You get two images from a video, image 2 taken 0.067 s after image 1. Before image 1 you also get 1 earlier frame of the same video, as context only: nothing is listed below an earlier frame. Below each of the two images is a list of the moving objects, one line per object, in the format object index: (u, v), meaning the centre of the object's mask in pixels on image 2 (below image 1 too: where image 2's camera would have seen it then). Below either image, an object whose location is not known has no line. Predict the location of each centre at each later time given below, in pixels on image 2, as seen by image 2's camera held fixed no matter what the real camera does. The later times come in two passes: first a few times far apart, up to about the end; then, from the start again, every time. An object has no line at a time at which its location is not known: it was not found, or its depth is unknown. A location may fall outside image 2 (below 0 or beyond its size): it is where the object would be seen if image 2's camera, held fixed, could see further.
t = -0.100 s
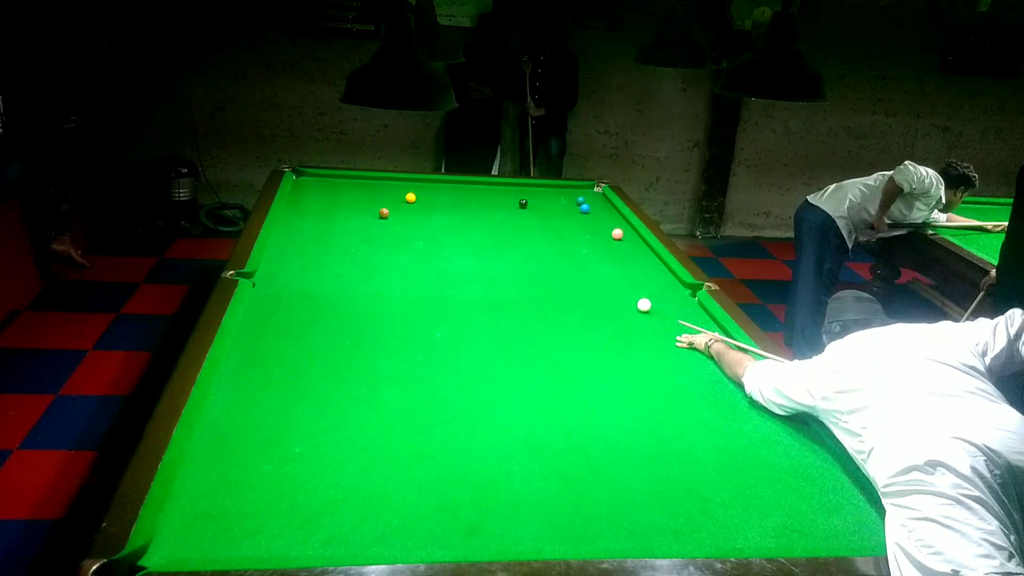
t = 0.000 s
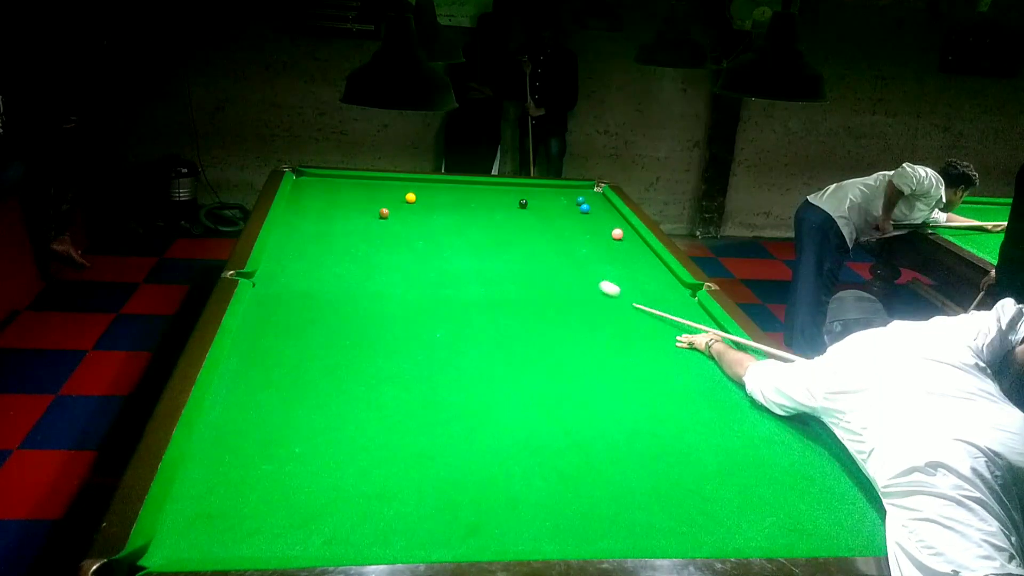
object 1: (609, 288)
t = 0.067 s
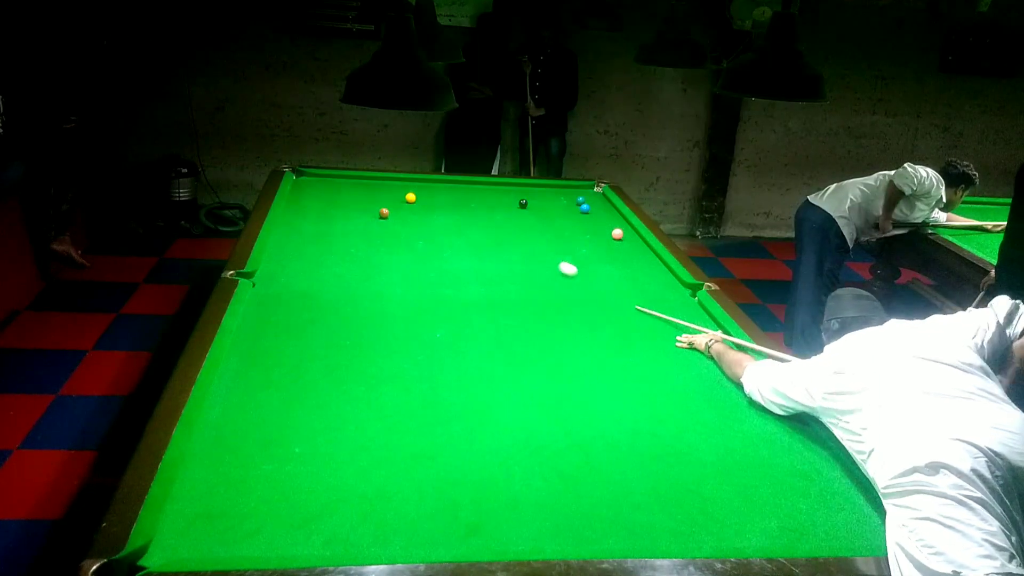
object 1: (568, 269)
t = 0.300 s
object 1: (460, 219)
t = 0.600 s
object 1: (435, 194)
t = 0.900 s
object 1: (457, 188)
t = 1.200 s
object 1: (477, 183)
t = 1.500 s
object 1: (499, 186)
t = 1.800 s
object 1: (521, 190)
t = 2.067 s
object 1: (539, 193)
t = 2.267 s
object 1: (553, 196)
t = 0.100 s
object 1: (549, 260)
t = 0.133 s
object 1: (532, 252)
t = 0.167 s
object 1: (516, 245)
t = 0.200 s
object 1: (500, 237)
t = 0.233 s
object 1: (486, 231)
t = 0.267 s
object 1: (473, 224)
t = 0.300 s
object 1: (460, 219)
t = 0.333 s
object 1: (448, 213)
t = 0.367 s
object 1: (437, 208)
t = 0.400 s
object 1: (426, 203)
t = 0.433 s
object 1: (419, 199)
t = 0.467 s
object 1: (423, 198)
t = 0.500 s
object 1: (426, 196)
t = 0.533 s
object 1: (429, 196)
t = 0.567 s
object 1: (432, 195)
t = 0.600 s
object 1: (435, 194)
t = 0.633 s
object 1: (437, 193)
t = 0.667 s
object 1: (440, 193)
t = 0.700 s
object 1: (442, 192)
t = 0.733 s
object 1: (445, 191)
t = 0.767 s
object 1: (447, 191)
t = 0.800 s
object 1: (450, 190)
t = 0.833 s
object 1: (452, 189)
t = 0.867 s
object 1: (454, 189)
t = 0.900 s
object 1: (457, 188)
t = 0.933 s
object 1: (459, 188)
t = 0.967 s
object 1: (461, 187)
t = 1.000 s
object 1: (464, 186)
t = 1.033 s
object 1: (466, 186)
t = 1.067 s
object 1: (468, 185)
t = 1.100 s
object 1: (470, 185)
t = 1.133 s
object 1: (473, 184)
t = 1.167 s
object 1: (475, 184)
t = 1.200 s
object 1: (477, 183)
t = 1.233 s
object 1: (479, 183)
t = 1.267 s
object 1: (481, 182)
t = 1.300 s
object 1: (483, 183)
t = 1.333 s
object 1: (486, 183)
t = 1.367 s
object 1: (489, 183)
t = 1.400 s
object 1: (491, 184)
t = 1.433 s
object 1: (494, 185)
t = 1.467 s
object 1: (496, 185)
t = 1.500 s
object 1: (499, 186)
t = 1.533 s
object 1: (501, 186)
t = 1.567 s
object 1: (504, 186)
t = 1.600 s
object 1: (506, 187)
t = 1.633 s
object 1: (509, 187)
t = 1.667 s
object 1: (511, 188)
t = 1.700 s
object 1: (513, 188)
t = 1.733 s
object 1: (516, 189)
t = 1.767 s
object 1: (518, 189)
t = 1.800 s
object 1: (521, 190)
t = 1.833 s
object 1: (523, 190)
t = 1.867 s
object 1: (525, 191)
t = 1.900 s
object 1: (528, 191)
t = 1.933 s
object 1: (530, 192)
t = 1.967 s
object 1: (533, 192)
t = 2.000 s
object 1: (535, 193)
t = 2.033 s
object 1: (537, 193)
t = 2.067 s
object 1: (539, 193)
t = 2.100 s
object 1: (542, 194)
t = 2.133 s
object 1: (544, 194)
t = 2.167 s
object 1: (546, 195)
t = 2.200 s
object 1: (549, 195)
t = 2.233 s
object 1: (551, 196)
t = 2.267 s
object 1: (553, 196)
